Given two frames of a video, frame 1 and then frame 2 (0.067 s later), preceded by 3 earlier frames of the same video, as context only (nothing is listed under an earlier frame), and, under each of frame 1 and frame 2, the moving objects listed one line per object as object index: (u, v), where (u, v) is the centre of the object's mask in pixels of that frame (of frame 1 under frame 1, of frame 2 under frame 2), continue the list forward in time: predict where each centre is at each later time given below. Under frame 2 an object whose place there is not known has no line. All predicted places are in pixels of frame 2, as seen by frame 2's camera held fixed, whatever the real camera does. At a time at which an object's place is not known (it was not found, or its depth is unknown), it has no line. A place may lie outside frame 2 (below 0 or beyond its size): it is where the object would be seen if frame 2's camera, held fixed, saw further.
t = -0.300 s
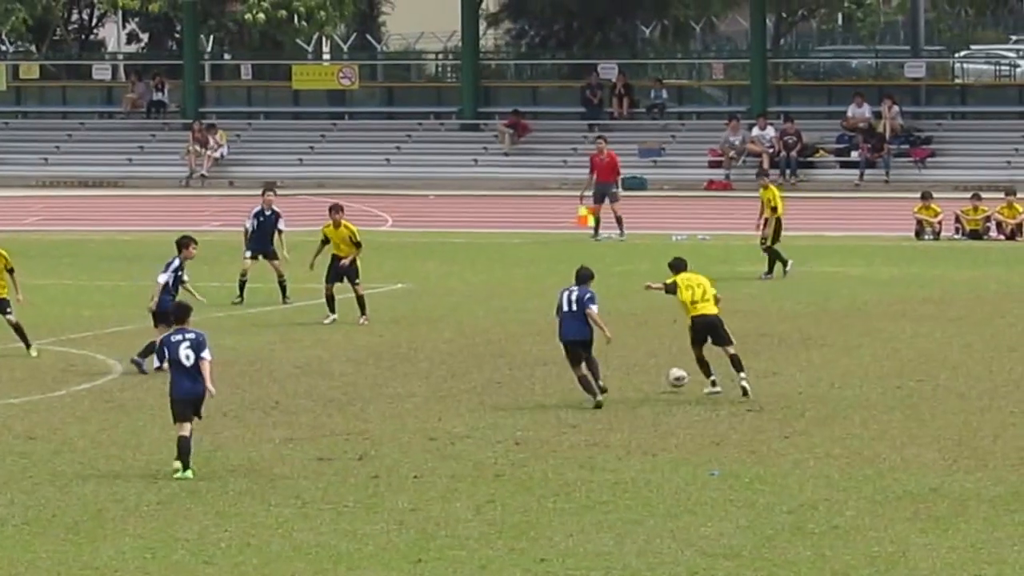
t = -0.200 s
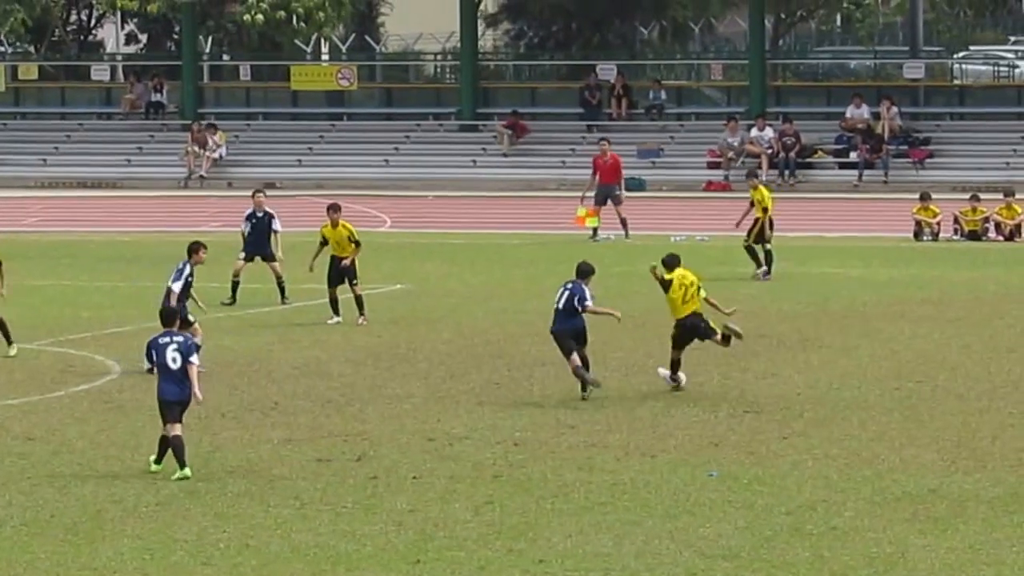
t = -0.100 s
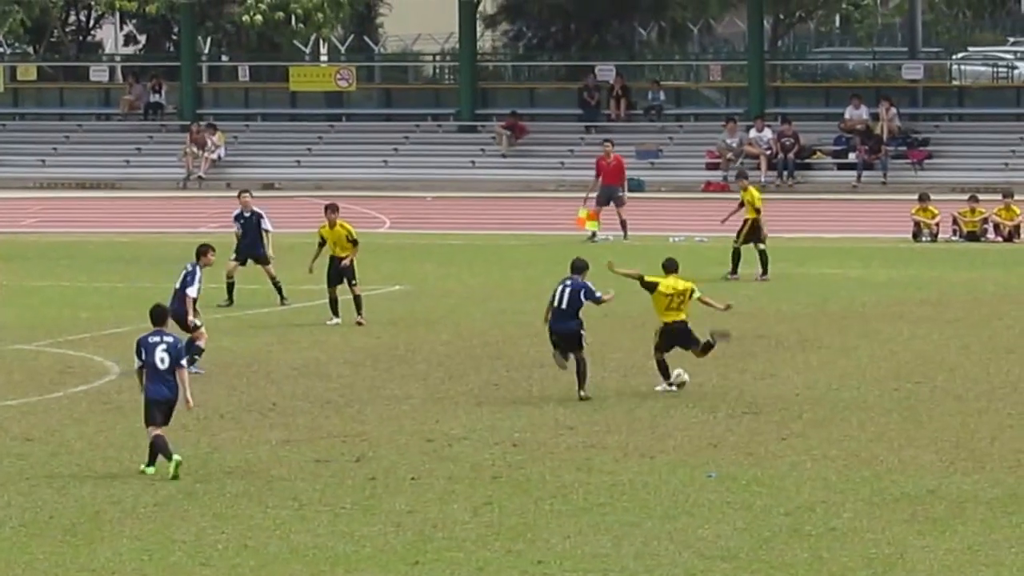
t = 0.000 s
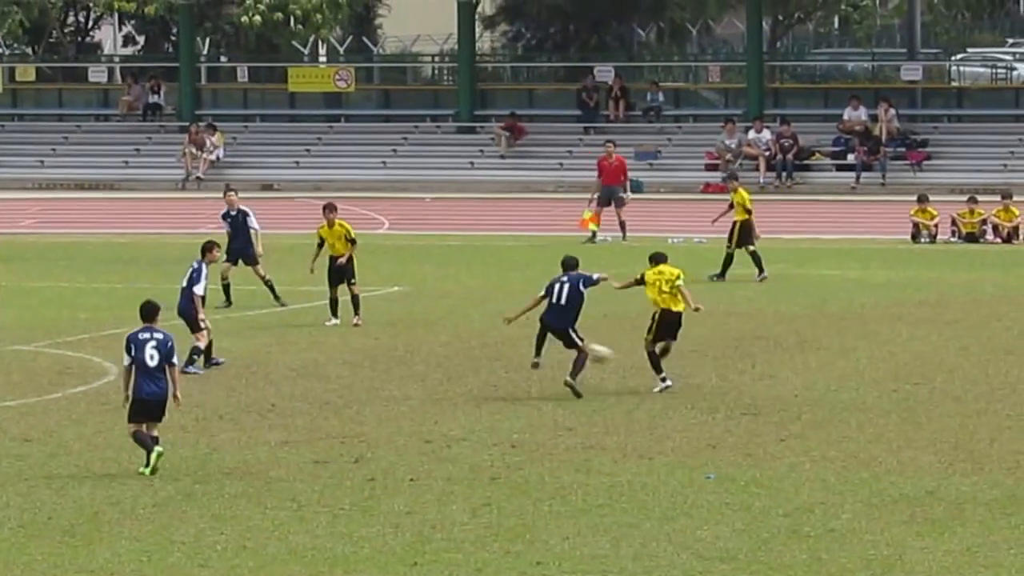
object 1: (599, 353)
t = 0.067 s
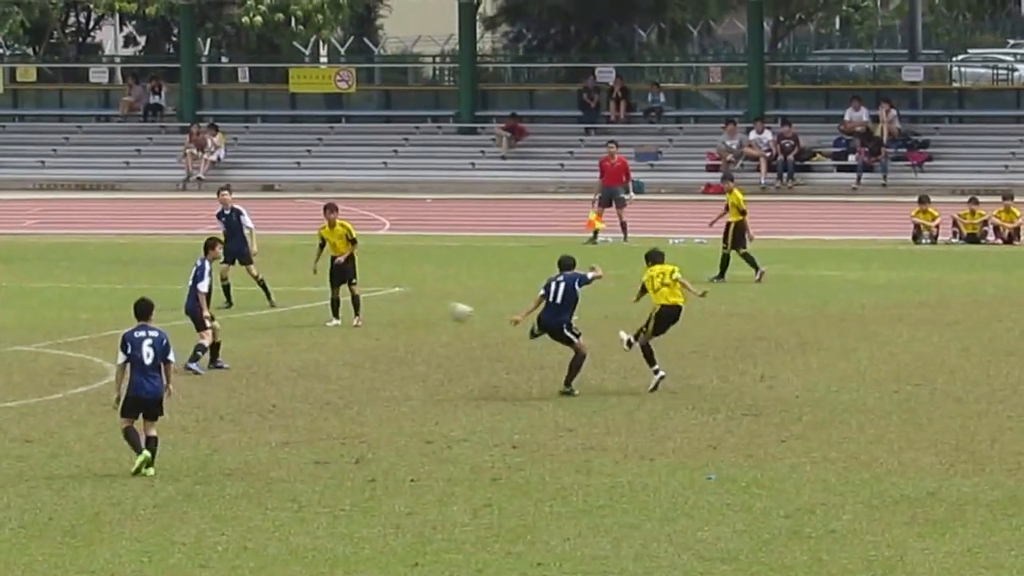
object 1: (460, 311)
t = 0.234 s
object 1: (132, 232)
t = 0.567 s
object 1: (-502, 152)
